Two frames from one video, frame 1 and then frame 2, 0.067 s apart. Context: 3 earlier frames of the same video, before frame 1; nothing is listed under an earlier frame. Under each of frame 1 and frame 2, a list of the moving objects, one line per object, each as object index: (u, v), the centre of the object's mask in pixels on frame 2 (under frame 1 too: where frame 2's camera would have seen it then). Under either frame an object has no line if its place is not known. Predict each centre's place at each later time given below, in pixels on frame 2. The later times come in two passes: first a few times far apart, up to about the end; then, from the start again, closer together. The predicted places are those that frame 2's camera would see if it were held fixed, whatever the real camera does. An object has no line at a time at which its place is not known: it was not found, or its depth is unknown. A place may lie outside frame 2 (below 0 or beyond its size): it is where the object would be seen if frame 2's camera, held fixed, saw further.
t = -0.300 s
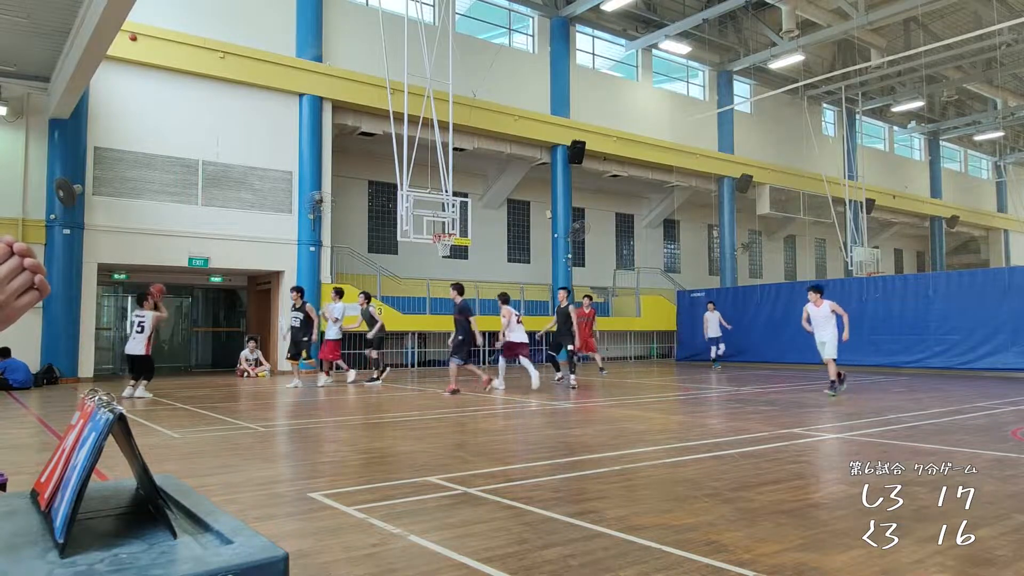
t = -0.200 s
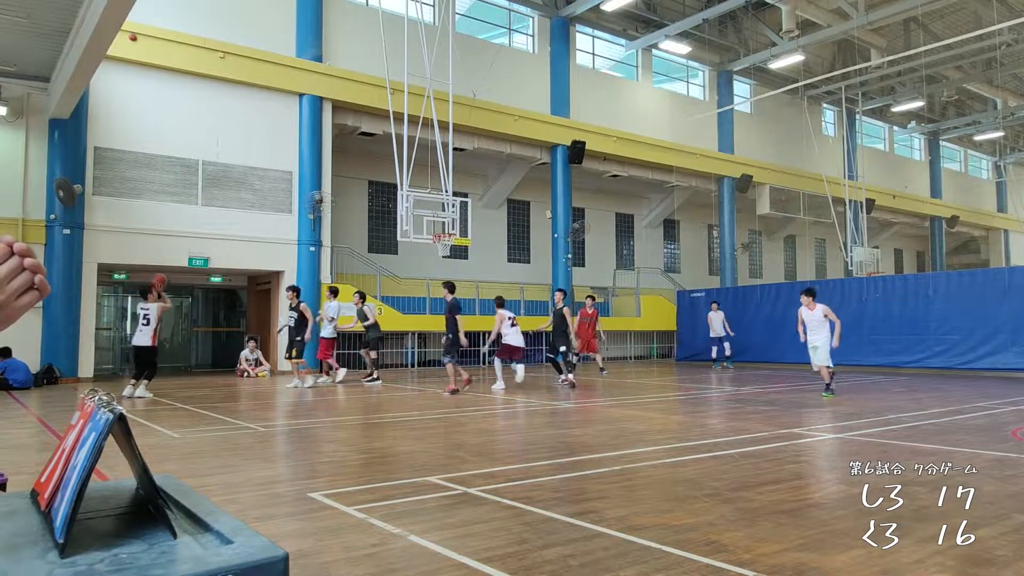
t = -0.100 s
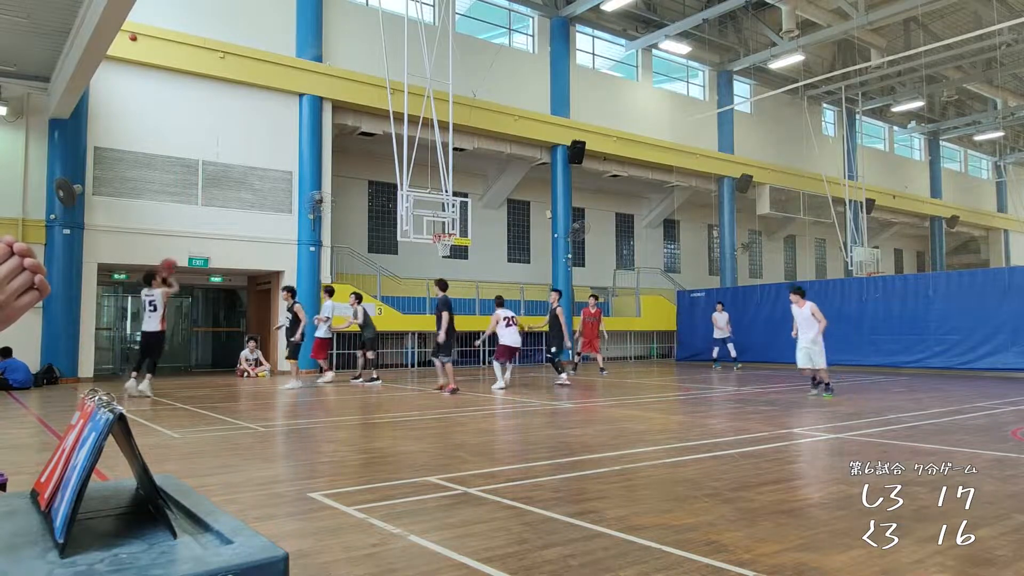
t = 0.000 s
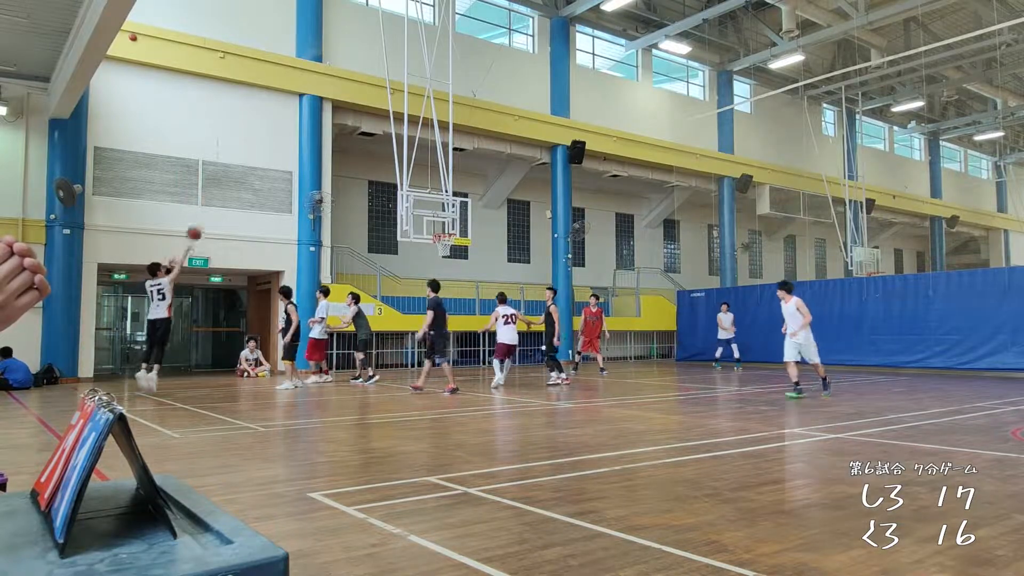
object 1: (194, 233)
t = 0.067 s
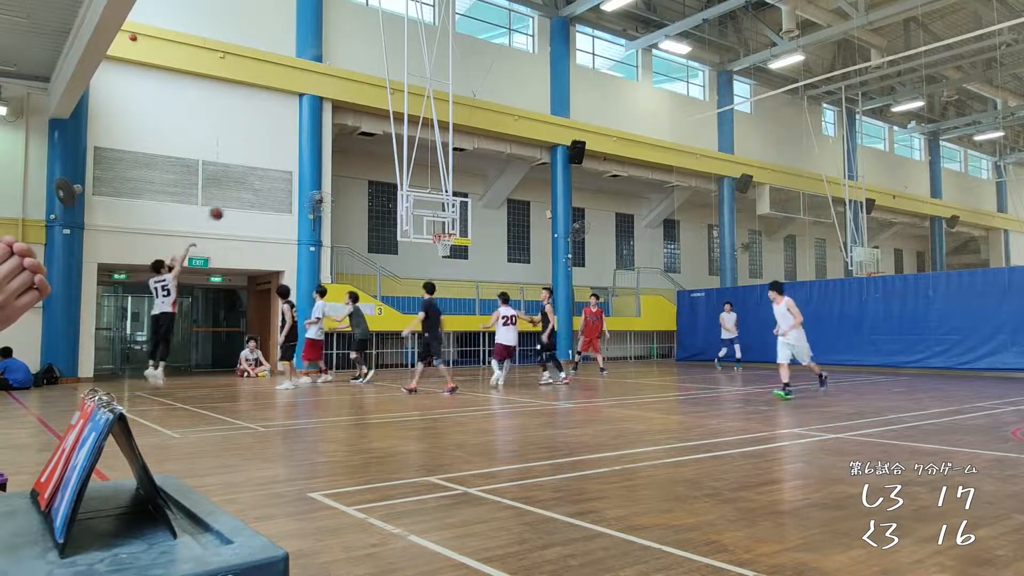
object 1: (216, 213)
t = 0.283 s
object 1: (279, 170)
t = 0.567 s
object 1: (348, 160)
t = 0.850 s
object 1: (406, 189)
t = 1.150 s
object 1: (447, 245)
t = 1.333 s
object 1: (445, 268)
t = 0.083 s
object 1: (222, 209)
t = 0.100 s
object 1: (227, 204)
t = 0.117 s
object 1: (231, 201)
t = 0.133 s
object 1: (237, 197)
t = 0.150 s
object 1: (242, 194)
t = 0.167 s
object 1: (248, 189)
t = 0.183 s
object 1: (251, 187)
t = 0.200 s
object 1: (256, 184)
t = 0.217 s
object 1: (262, 181)
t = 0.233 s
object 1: (266, 178)
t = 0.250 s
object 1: (271, 177)
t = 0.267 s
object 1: (276, 174)
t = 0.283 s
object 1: (279, 170)
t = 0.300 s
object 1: (284, 169)
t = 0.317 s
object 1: (288, 167)
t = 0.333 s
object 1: (293, 166)
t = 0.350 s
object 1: (298, 165)
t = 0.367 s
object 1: (301, 163)
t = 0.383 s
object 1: (306, 162)
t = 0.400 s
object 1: (310, 161)
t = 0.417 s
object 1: (314, 160)
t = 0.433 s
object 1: (318, 160)
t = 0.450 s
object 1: (321, 160)
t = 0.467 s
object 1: (325, 160)
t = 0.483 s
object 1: (330, 160)
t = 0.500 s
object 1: (333, 160)
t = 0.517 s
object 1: (337, 160)
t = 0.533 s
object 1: (341, 159)
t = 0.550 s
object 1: (344, 160)
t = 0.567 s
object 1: (348, 160)
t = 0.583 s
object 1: (352, 161)
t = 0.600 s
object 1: (356, 162)
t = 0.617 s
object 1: (359, 163)
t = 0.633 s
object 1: (363, 164)
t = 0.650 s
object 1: (367, 165)
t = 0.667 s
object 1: (370, 166)
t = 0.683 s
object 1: (374, 167)
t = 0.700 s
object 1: (378, 169)
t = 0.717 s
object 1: (381, 171)
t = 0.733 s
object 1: (383, 173)
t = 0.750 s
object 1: (385, 175)
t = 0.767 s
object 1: (389, 176)
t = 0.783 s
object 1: (397, 179)
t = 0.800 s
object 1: (396, 182)
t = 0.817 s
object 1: (399, 183)
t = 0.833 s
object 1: (403, 186)
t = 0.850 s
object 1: (406, 189)
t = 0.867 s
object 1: (409, 191)
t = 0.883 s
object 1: (413, 193)
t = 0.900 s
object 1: (416, 198)
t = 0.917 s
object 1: (418, 200)
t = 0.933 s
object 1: (421, 203)
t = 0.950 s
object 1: (424, 208)
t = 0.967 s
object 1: (428, 209)
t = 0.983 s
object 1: (430, 213)
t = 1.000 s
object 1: (432, 216)
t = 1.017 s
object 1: (435, 219)
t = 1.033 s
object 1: (438, 226)
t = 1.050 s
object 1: (439, 227)
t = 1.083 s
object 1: (447, 234)
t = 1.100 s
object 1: (451, 233)
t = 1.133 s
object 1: (447, 246)
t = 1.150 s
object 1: (447, 245)
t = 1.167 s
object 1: (447, 249)
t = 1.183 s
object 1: (447, 249)
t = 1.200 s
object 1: (448, 250)
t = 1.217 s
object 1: (447, 250)
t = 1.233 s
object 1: (447, 253)
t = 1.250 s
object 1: (447, 256)
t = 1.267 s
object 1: (447, 258)
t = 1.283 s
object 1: (447, 260)
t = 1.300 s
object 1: (446, 263)
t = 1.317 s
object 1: (446, 265)
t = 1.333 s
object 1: (445, 268)
